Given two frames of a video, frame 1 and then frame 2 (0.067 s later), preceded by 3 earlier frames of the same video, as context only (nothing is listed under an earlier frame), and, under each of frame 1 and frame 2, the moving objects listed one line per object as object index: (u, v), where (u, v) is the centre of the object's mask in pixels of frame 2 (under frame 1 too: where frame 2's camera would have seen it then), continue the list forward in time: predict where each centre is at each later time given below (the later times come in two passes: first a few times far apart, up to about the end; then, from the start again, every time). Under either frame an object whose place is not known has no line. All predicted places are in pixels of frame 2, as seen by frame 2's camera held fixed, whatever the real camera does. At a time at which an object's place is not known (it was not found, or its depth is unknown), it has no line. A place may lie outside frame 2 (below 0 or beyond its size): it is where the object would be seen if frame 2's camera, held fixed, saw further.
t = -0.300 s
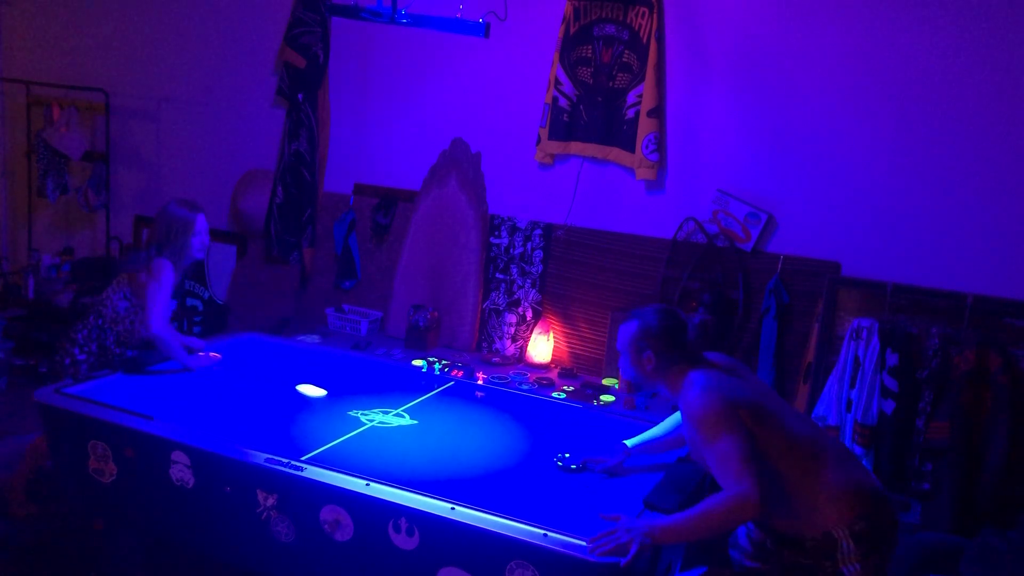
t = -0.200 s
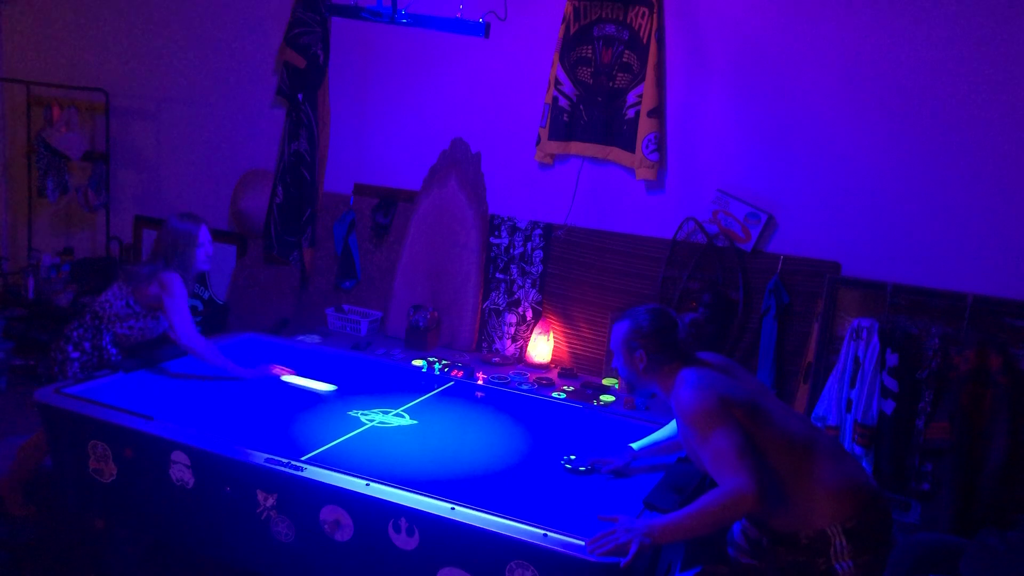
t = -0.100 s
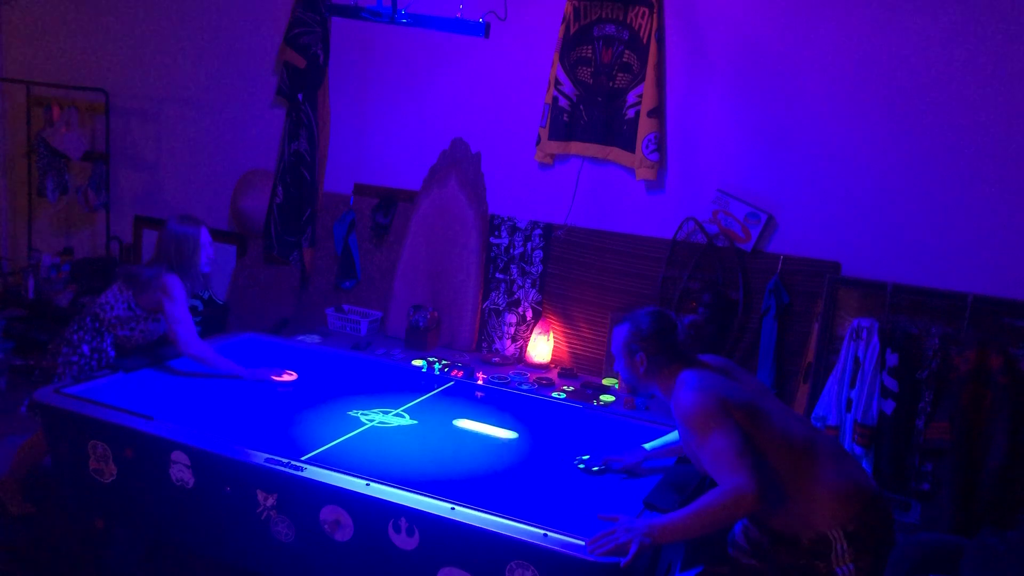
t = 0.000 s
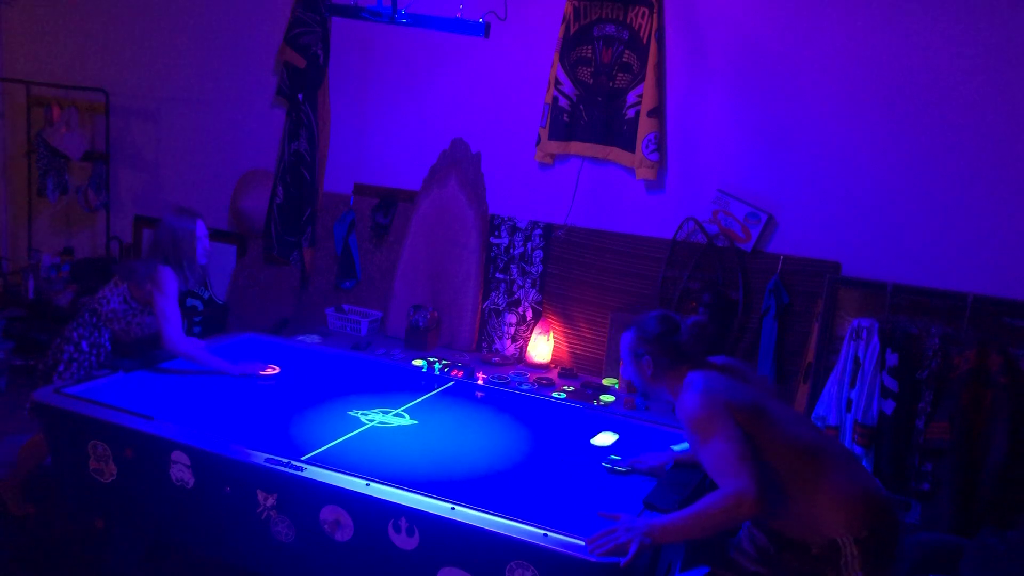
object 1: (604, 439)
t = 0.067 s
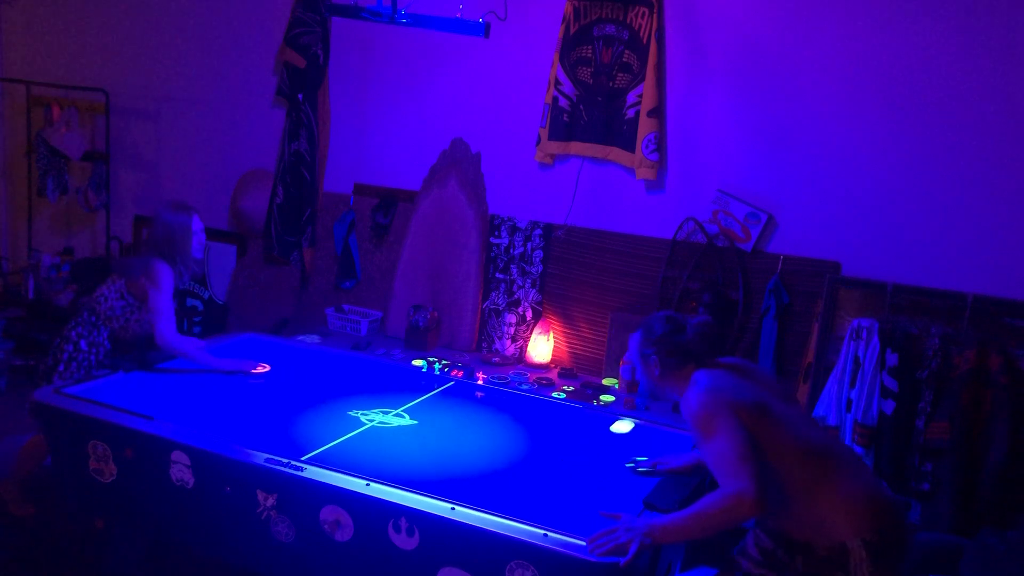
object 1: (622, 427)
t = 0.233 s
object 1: (570, 473)
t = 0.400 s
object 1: (532, 505)
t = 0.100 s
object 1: (613, 435)
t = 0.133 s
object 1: (603, 444)
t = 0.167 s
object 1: (592, 453)
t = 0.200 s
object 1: (581, 463)
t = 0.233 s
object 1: (570, 473)
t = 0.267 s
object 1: (558, 484)
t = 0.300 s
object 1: (544, 496)
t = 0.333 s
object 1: (530, 508)
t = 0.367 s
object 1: (523, 514)
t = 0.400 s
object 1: (532, 505)
